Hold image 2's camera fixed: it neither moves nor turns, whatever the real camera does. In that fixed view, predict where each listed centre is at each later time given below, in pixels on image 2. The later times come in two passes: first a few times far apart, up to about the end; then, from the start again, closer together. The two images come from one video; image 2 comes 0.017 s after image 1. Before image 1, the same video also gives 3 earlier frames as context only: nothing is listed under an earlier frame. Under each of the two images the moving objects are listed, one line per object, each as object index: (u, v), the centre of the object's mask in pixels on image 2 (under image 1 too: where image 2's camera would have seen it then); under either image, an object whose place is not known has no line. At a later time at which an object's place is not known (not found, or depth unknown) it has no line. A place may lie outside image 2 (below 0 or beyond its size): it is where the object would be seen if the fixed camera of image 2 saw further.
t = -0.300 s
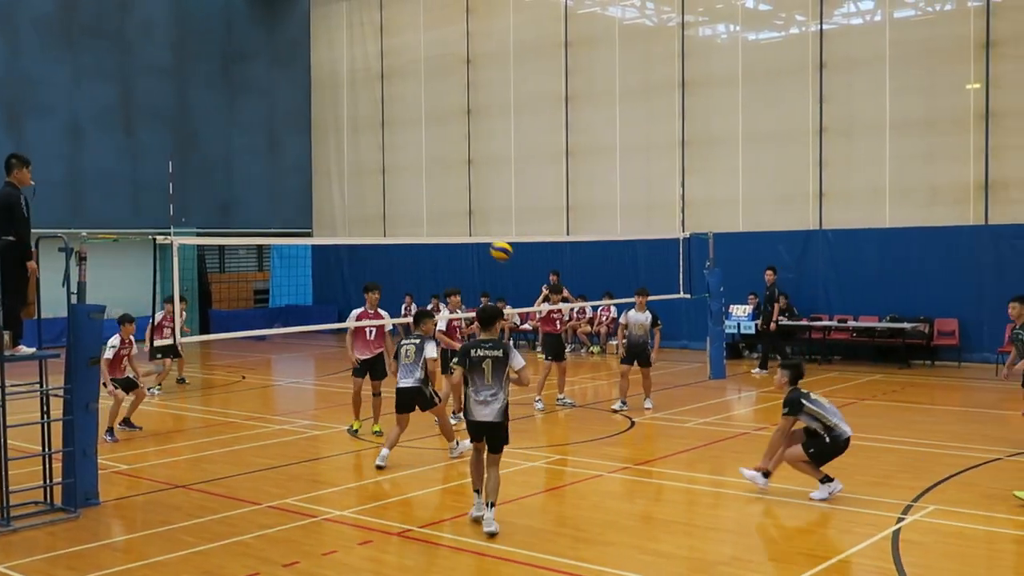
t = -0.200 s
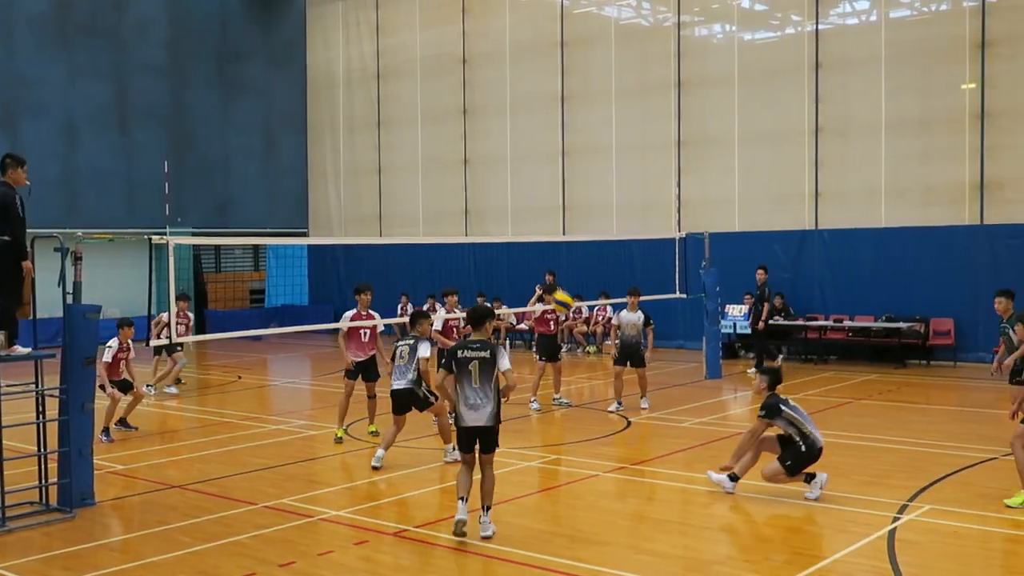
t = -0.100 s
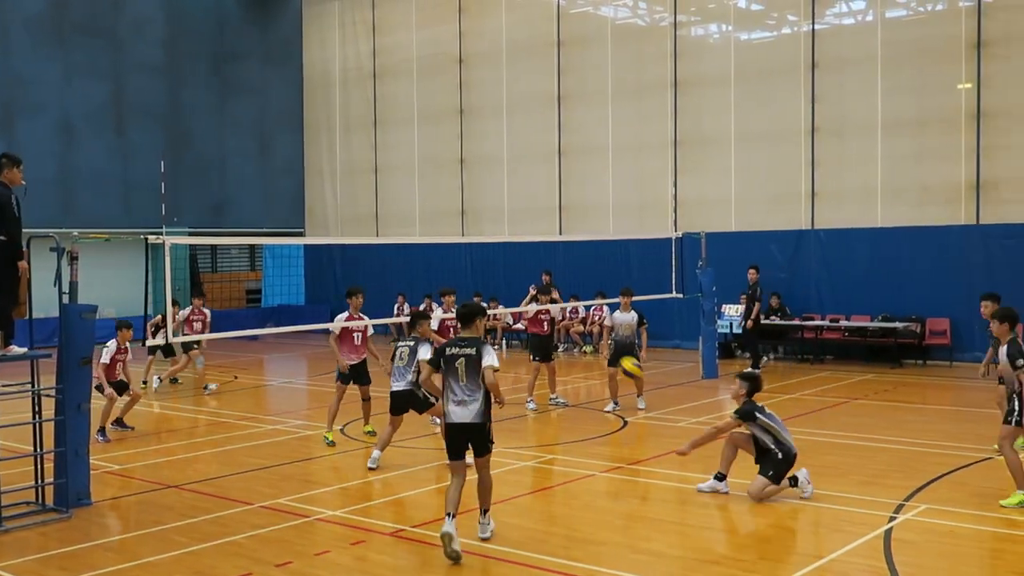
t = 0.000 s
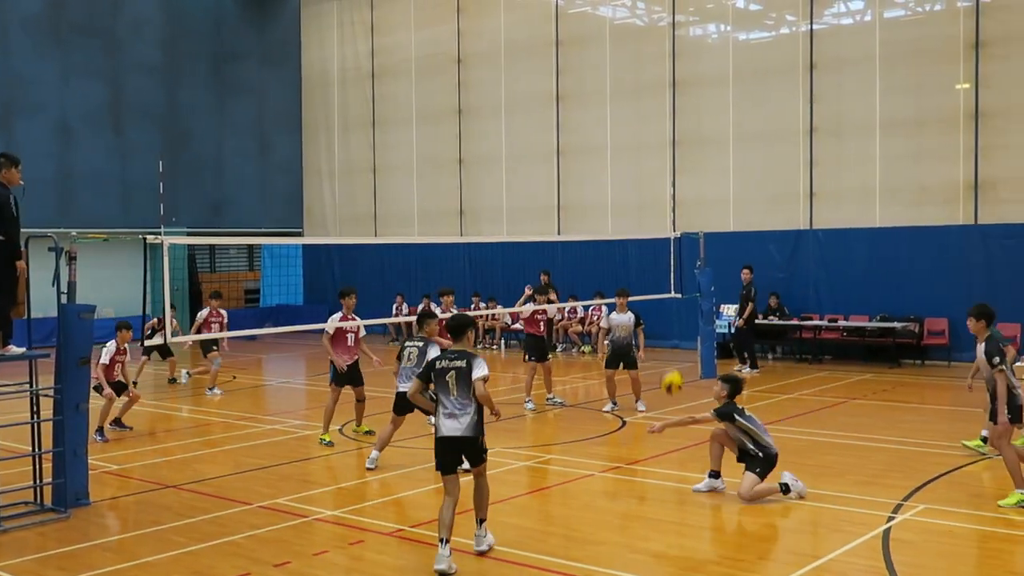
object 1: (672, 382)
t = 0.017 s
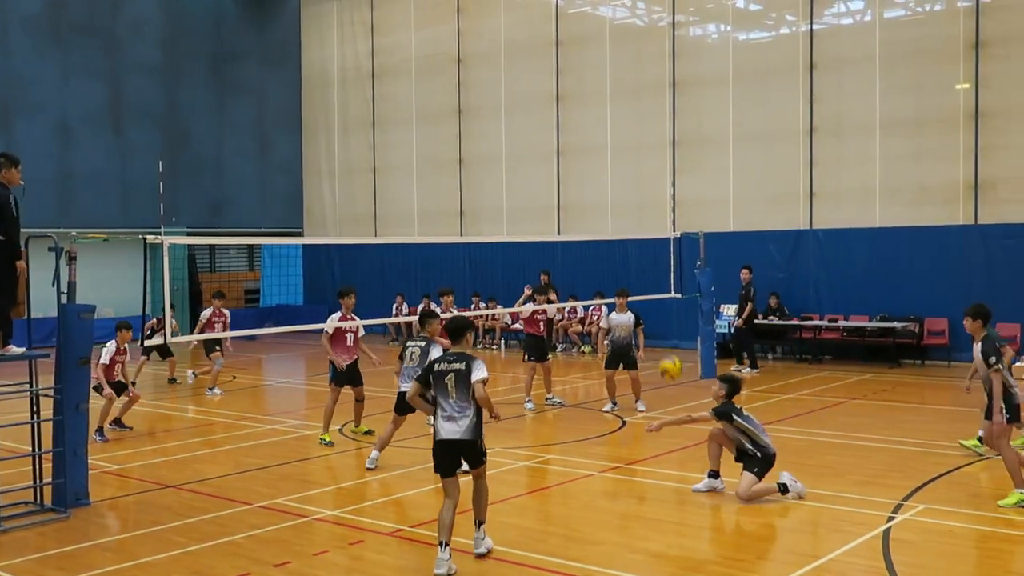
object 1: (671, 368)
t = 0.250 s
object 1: (658, 210)
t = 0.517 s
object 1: (650, 113)
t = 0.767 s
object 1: (647, 89)
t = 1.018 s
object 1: (645, 124)
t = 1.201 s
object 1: (644, 183)
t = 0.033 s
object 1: (669, 354)
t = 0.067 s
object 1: (667, 328)
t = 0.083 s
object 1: (665, 316)
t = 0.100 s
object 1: (664, 304)
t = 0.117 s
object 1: (663, 292)
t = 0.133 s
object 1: (662, 280)
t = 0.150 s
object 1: (662, 269)
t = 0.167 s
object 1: (661, 258)
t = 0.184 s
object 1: (660, 248)
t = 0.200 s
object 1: (659, 238)
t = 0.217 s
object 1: (659, 229)
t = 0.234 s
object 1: (658, 219)
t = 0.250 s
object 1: (658, 210)
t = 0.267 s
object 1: (657, 202)
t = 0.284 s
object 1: (656, 194)
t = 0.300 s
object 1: (656, 186)
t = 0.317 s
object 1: (655, 178)
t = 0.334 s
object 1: (654, 171)
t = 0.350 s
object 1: (654, 164)
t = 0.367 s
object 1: (654, 158)
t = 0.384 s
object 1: (654, 151)
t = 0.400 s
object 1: (653, 145)
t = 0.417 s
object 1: (652, 140)
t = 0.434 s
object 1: (652, 134)
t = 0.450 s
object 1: (652, 130)
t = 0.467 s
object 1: (652, 125)
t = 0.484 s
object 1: (651, 120)
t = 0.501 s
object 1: (651, 116)
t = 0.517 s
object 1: (650, 113)
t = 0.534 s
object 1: (650, 109)
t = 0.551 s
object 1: (650, 106)
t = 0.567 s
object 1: (650, 102)
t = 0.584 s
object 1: (649, 100)
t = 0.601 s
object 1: (649, 97)
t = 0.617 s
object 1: (649, 96)
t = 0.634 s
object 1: (649, 93)
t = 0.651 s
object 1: (649, 92)
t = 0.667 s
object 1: (648, 91)
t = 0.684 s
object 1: (648, 90)
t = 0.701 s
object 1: (648, 89)
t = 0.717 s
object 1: (648, 89)
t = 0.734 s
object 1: (648, 89)
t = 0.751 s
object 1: (648, 88)
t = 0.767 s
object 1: (647, 89)
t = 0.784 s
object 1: (647, 89)
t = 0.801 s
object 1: (647, 91)
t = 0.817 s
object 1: (646, 92)
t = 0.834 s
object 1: (646, 93)
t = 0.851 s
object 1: (647, 94)
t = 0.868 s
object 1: (646, 97)
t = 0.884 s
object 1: (646, 99)
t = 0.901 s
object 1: (646, 101)
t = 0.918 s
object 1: (646, 103)
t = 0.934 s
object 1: (646, 106)
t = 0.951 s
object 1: (646, 110)
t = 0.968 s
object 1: (645, 113)
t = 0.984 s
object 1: (646, 117)
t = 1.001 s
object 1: (645, 120)
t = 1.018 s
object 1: (645, 124)
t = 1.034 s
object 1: (645, 129)
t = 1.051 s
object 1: (645, 133)
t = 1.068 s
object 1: (645, 138)
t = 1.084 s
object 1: (645, 142)
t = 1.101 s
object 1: (645, 148)
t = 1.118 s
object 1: (644, 154)
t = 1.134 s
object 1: (645, 158)
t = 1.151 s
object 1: (645, 164)
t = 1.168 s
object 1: (644, 171)
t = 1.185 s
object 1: (645, 177)
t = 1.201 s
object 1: (644, 183)
